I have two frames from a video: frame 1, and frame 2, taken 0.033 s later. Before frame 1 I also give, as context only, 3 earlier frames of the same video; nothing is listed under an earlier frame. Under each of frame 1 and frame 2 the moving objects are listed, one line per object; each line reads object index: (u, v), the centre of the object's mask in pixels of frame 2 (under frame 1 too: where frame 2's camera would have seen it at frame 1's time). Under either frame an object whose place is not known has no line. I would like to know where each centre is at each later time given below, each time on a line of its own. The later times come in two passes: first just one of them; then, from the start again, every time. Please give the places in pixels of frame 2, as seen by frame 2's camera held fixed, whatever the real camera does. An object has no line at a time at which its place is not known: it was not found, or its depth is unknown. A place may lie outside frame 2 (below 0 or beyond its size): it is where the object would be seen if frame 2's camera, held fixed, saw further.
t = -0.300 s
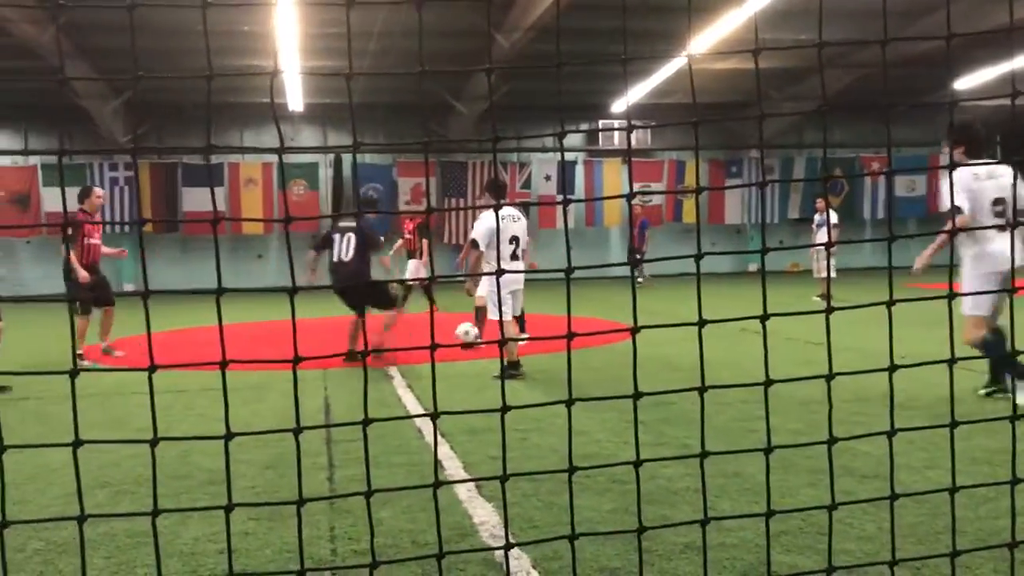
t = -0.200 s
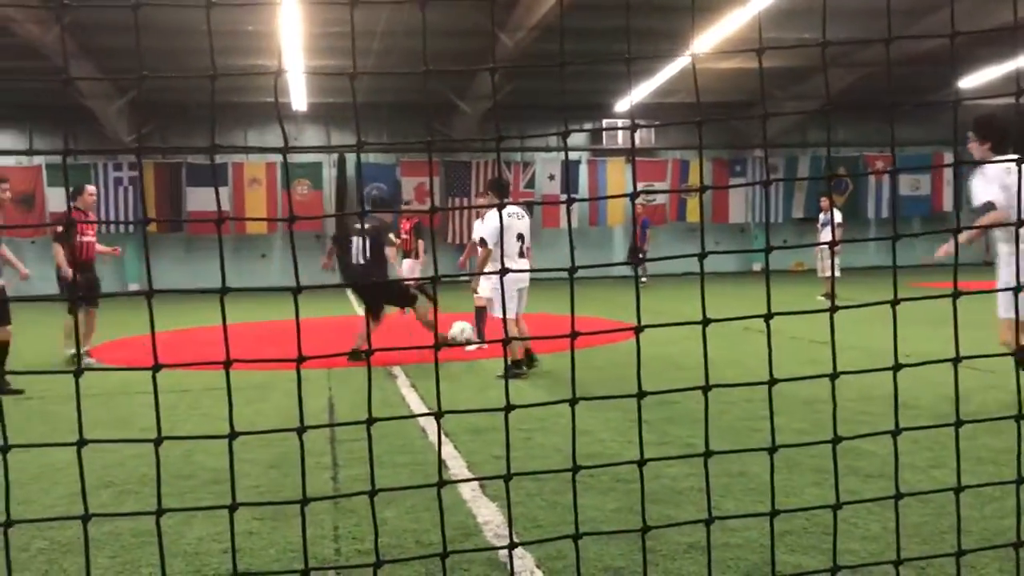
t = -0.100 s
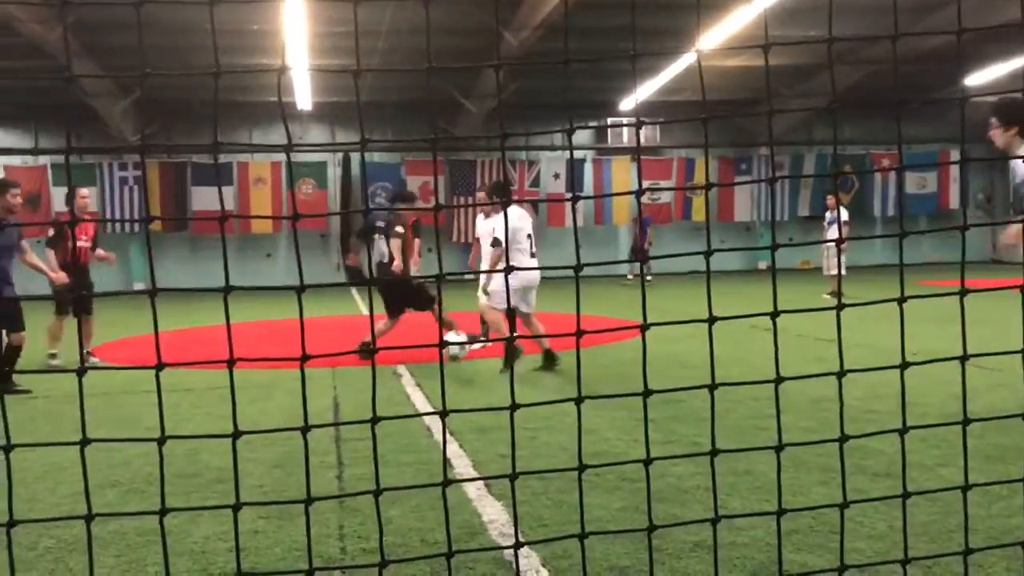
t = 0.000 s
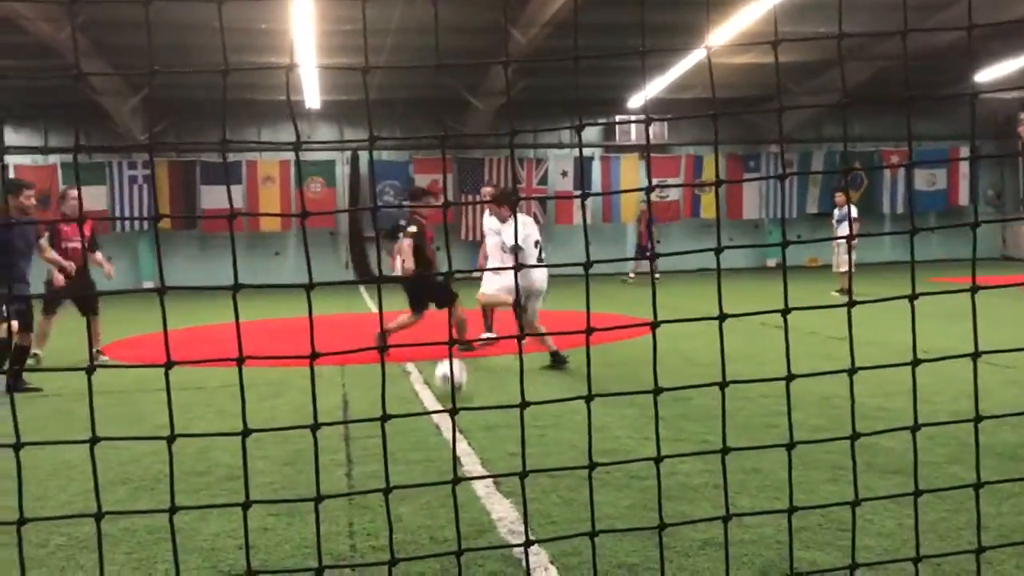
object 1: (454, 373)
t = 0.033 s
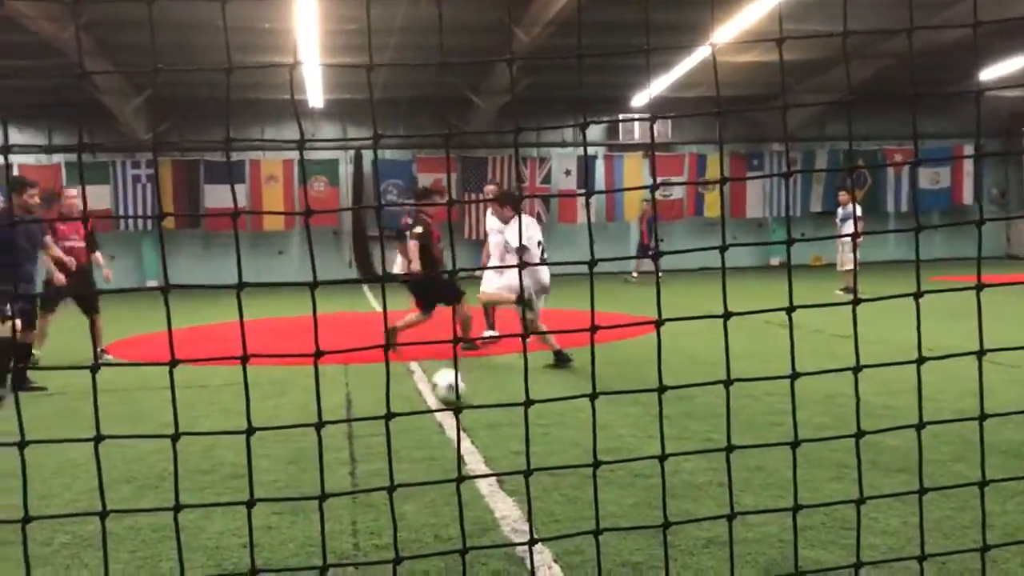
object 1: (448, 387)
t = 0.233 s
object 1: (410, 402)
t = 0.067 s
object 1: (442, 386)
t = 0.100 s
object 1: (438, 384)
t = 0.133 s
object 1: (431, 385)
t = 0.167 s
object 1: (425, 389)
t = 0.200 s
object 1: (419, 393)
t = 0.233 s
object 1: (410, 402)
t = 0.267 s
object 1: (402, 415)
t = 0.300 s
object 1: (396, 436)
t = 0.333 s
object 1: (386, 455)
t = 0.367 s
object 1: (379, 455)
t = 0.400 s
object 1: (371, 456)
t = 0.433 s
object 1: (363, 460)
